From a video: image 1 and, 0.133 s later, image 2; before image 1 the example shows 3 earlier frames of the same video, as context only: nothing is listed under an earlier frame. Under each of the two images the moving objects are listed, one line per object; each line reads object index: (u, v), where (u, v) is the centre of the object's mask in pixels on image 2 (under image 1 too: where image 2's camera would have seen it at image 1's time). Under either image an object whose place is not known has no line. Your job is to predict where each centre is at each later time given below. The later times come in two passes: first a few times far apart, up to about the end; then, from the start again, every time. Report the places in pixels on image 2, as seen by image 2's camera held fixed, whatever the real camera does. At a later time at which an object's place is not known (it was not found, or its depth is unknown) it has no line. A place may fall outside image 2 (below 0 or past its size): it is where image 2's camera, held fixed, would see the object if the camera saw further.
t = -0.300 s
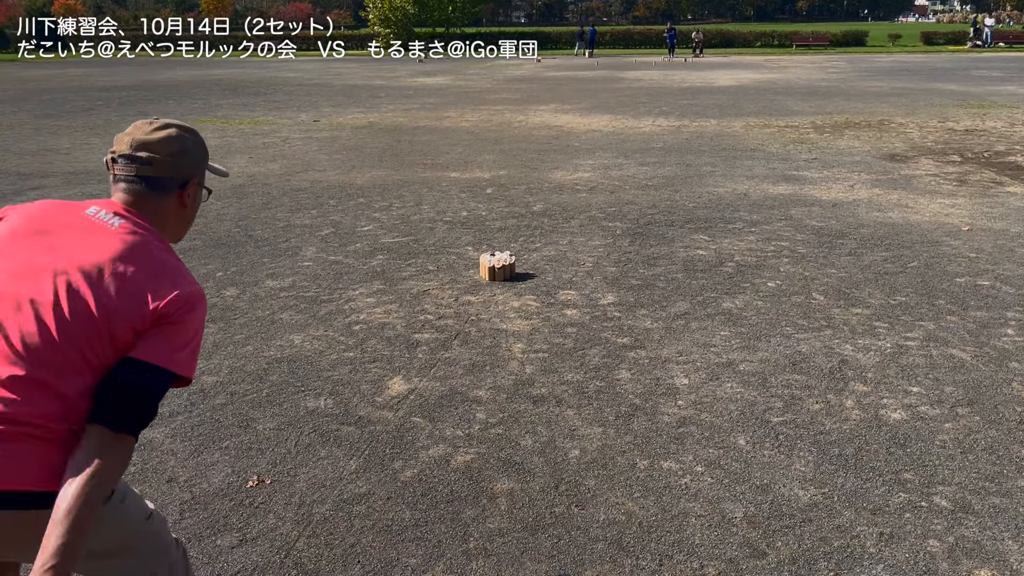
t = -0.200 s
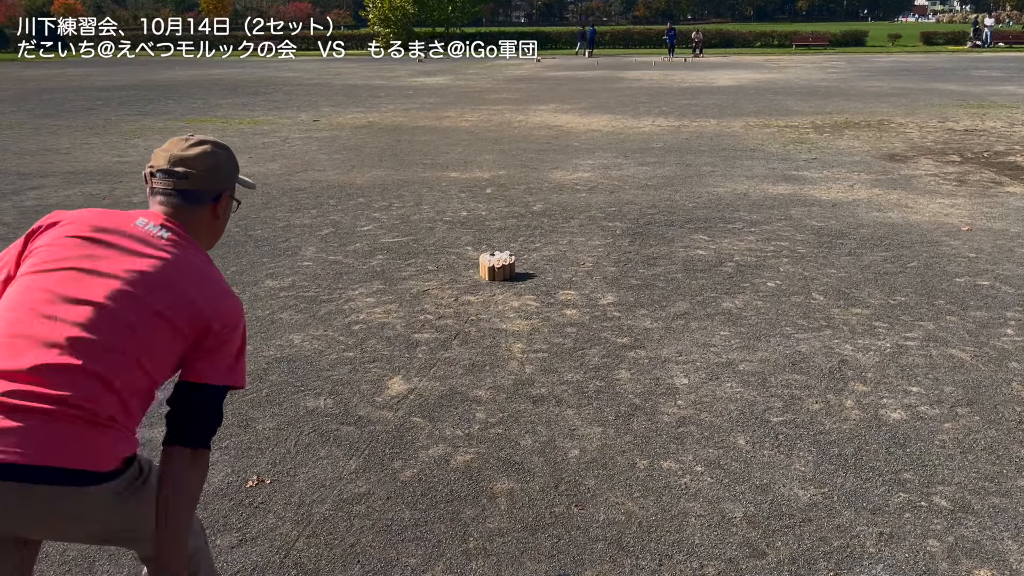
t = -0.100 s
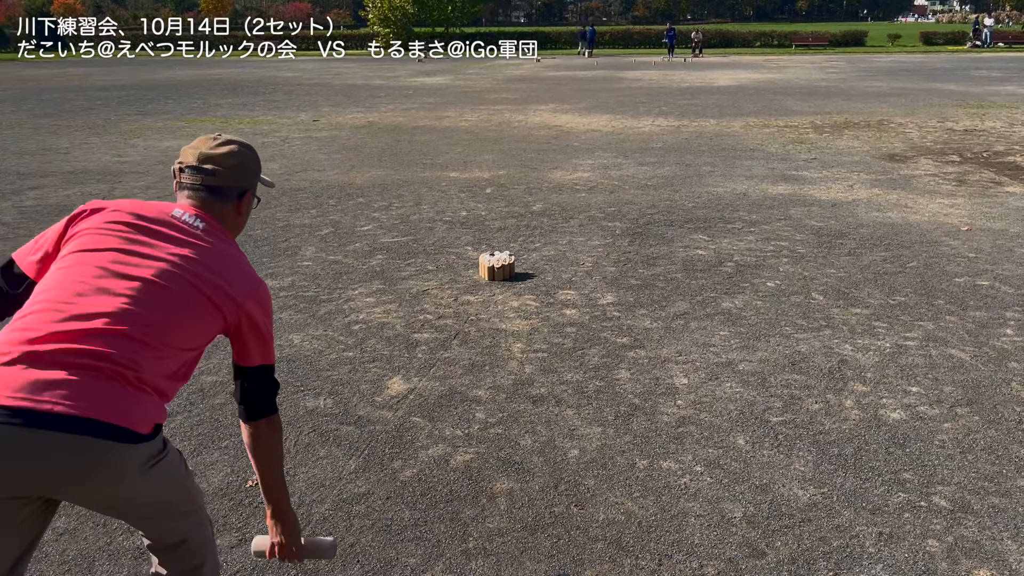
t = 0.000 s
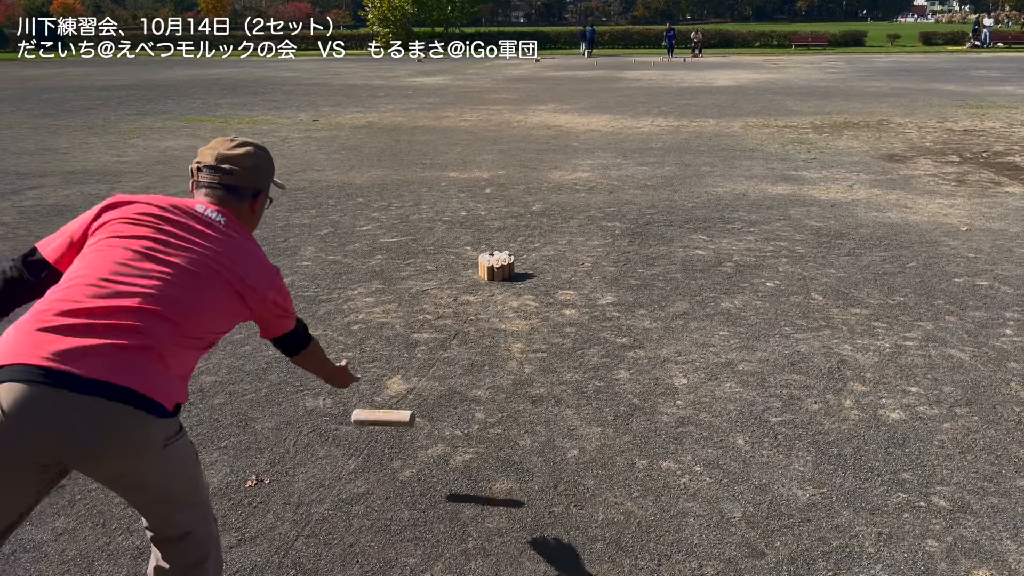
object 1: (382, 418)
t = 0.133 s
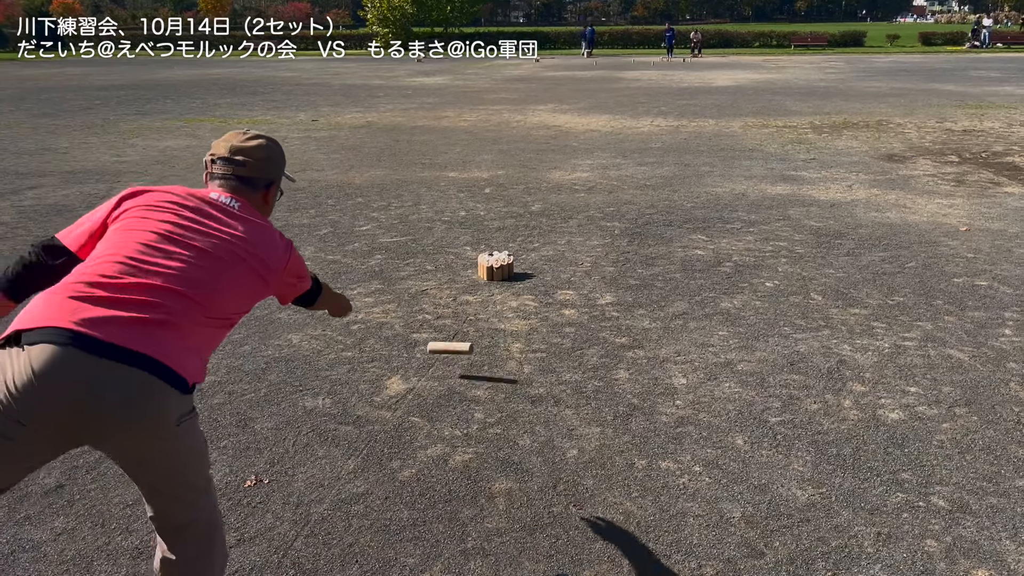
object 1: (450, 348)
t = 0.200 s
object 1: (472, 335)
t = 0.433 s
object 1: (517, 266)
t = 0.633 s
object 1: (576, 260)
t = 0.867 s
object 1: (620, 258)
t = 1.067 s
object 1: (644, 255)
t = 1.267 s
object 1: (656, 253)
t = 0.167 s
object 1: (462, 341)
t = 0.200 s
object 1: (472, 335)
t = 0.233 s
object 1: (480, 319)
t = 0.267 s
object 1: (486, 306)
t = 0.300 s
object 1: (493, 295)
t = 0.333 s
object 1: (499, 287)
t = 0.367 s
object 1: (503, 280)
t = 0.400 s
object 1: (506, 274)
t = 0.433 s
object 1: (517, 266)
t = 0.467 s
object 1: (527, 262)
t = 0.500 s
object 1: (537, 258)
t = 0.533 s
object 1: (546, 257)
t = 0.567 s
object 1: (556, 256)
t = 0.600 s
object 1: (566, 257)
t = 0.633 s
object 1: (576, 260)
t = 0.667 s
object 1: (586, 264)
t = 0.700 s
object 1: (592, 261)
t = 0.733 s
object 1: (600, 261)
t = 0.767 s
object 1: (604, 259)
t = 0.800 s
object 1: (609, 259)
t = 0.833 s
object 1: (614, 259)
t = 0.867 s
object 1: (620, 258)
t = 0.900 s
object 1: (627, 258)
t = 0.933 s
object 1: (629, 256)
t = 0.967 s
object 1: (633, 255)
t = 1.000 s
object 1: (637, 255)
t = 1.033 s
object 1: (641, 255)
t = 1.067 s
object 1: (644, 255)
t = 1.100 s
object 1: (647, 255)
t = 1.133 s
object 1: (650, 254)
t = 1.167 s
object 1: (652, 254)
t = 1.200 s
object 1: (654, 253)
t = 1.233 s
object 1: (654, 252)
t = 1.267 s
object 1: (656, 253)
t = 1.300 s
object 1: (656, 253)
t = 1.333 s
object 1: (657, 253)
